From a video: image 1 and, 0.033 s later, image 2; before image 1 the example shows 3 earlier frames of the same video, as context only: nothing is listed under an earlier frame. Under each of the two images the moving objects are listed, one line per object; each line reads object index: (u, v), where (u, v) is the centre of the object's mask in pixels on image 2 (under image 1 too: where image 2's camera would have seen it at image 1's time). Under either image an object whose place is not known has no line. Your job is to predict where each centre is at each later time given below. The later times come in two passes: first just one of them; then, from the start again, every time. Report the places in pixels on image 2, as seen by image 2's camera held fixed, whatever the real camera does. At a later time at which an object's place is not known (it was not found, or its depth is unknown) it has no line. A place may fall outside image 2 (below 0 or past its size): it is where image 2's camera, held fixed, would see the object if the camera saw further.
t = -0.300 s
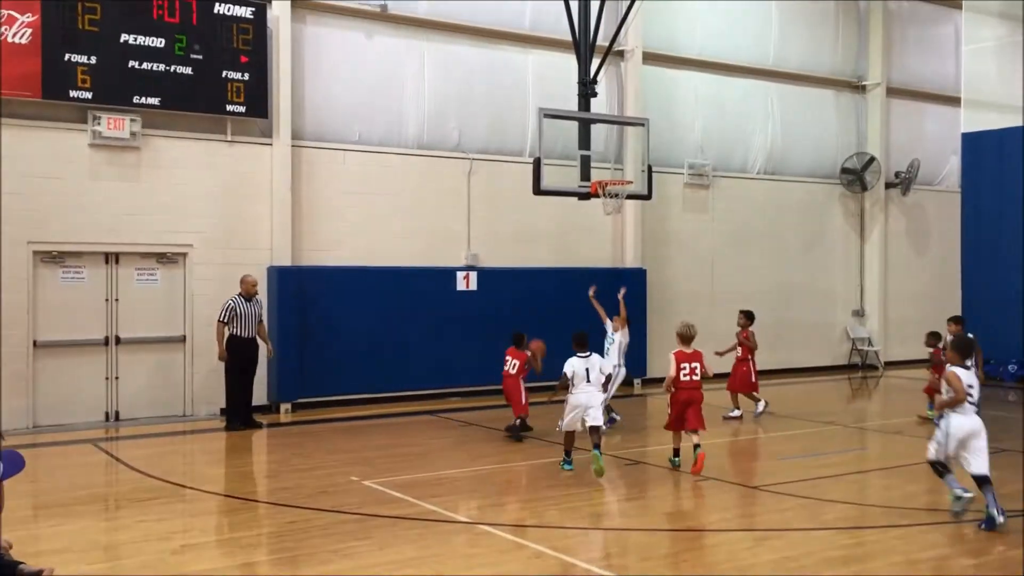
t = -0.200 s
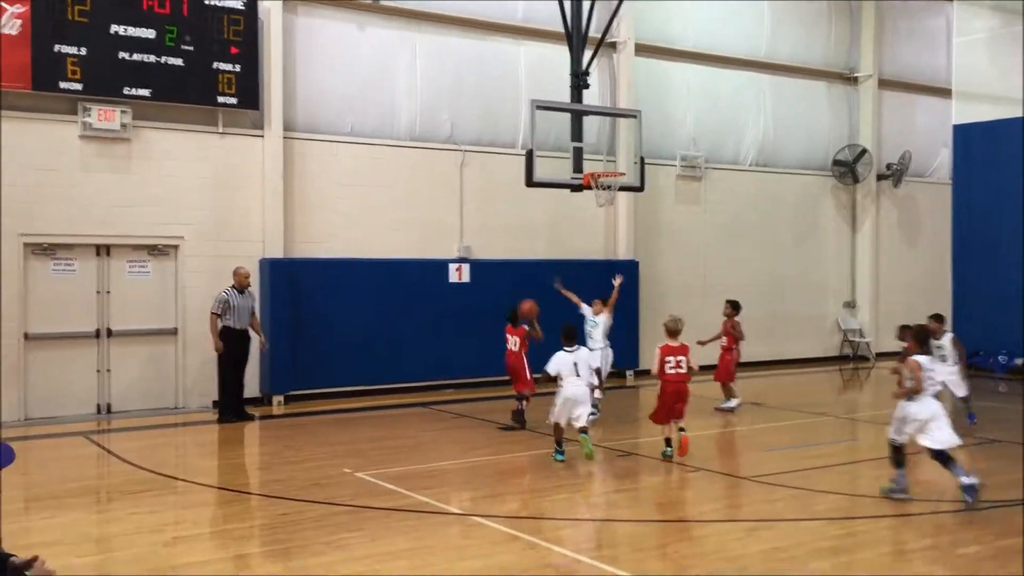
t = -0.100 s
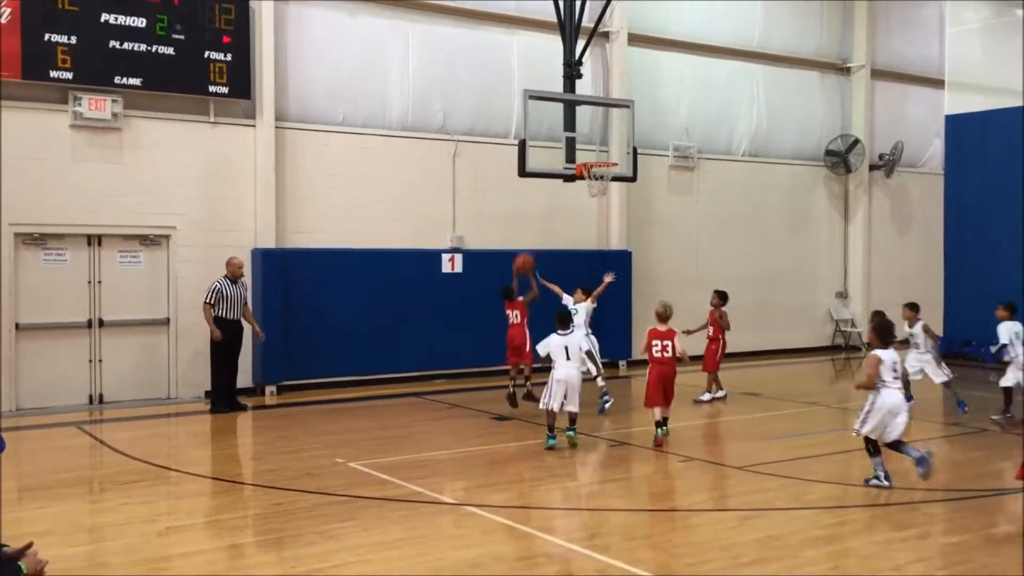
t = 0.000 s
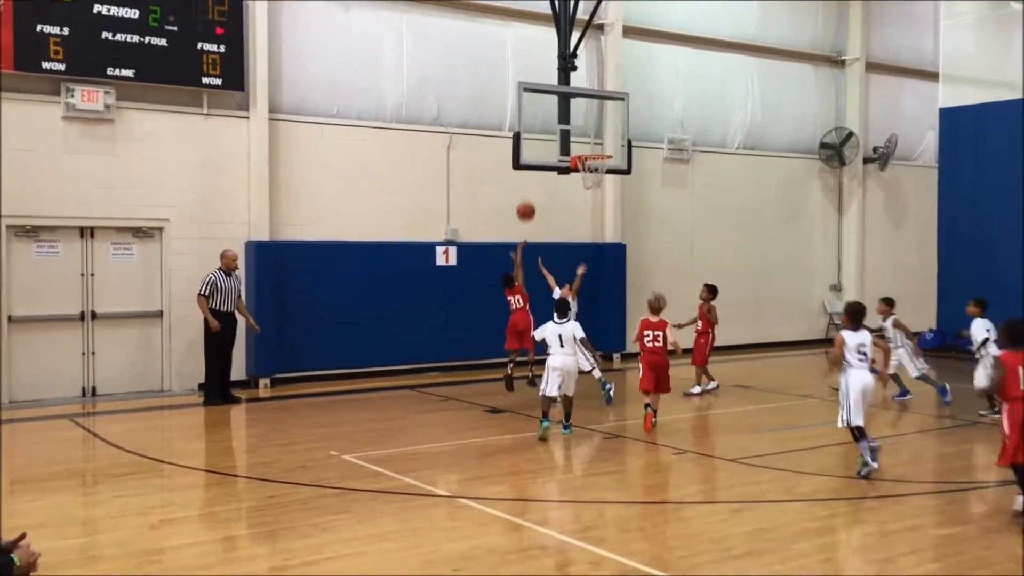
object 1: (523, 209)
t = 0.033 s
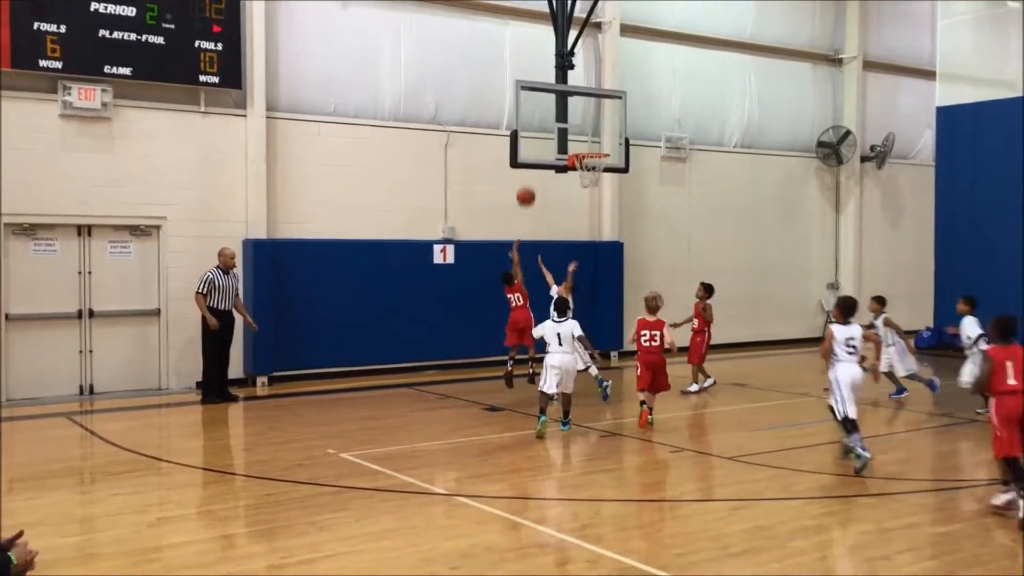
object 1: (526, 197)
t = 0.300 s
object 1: (544, 127)
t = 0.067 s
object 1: (528, 185)
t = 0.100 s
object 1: (530, 173)
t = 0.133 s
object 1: (533, 164)
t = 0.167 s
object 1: (535, 154)
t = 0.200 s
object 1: (537, 147)
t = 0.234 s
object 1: (539, 139)
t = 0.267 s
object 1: (542, 133)
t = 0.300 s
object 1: (544, 127)
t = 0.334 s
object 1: (546, 123)
